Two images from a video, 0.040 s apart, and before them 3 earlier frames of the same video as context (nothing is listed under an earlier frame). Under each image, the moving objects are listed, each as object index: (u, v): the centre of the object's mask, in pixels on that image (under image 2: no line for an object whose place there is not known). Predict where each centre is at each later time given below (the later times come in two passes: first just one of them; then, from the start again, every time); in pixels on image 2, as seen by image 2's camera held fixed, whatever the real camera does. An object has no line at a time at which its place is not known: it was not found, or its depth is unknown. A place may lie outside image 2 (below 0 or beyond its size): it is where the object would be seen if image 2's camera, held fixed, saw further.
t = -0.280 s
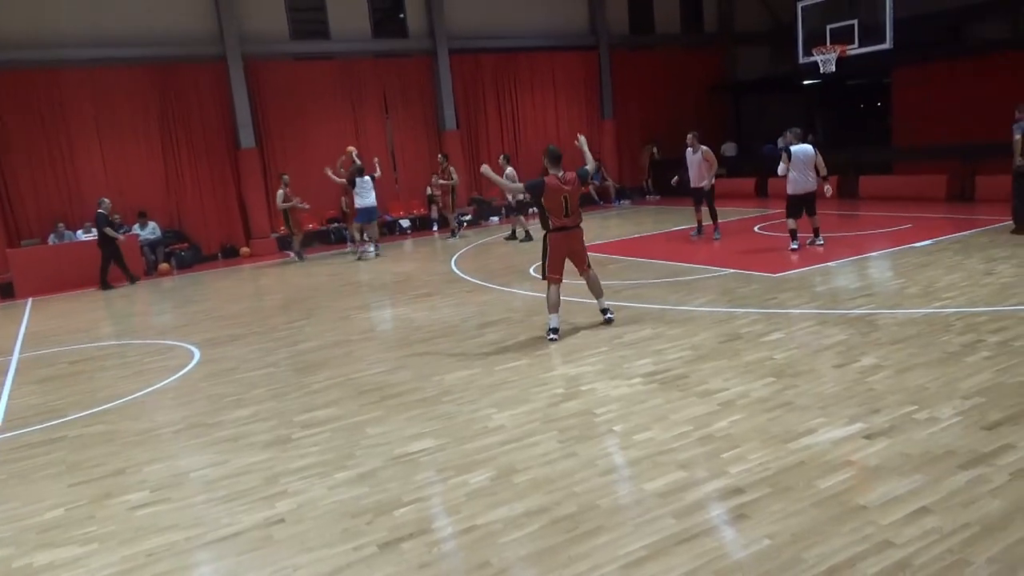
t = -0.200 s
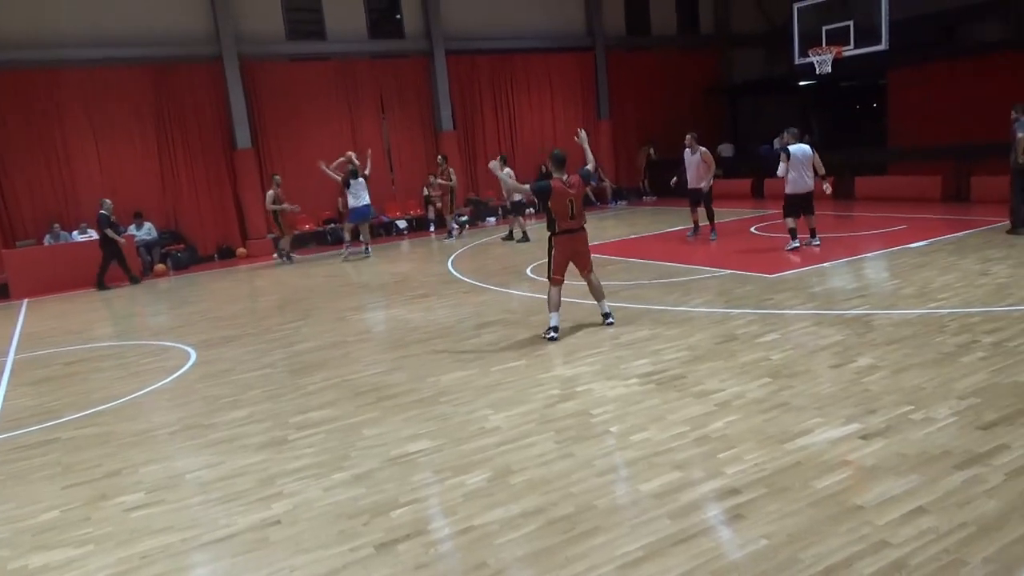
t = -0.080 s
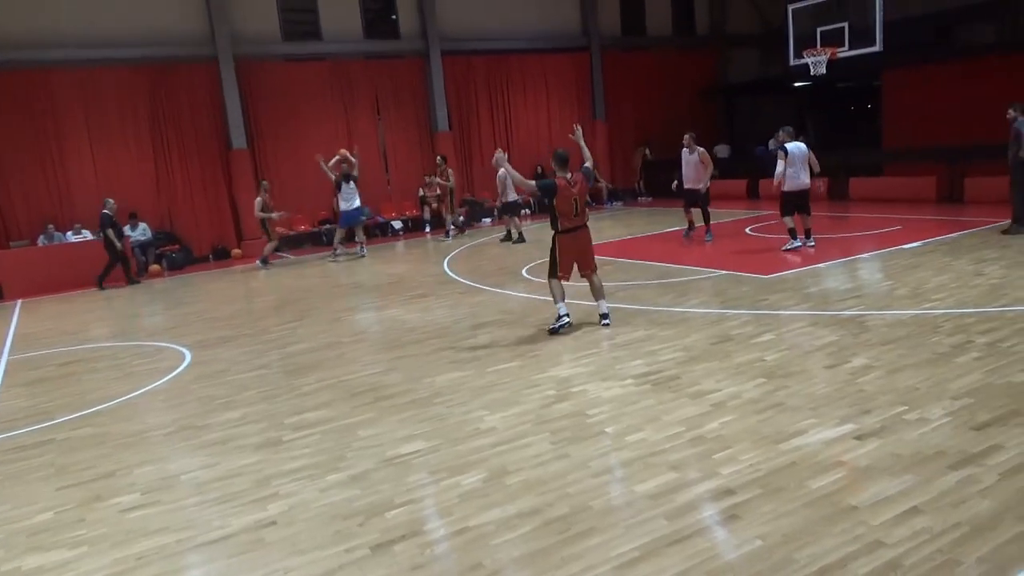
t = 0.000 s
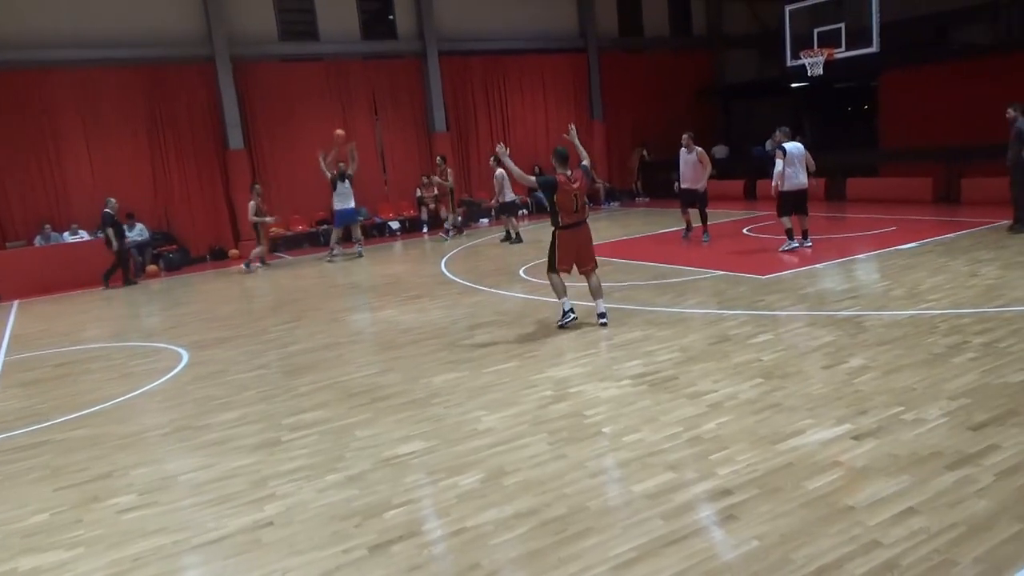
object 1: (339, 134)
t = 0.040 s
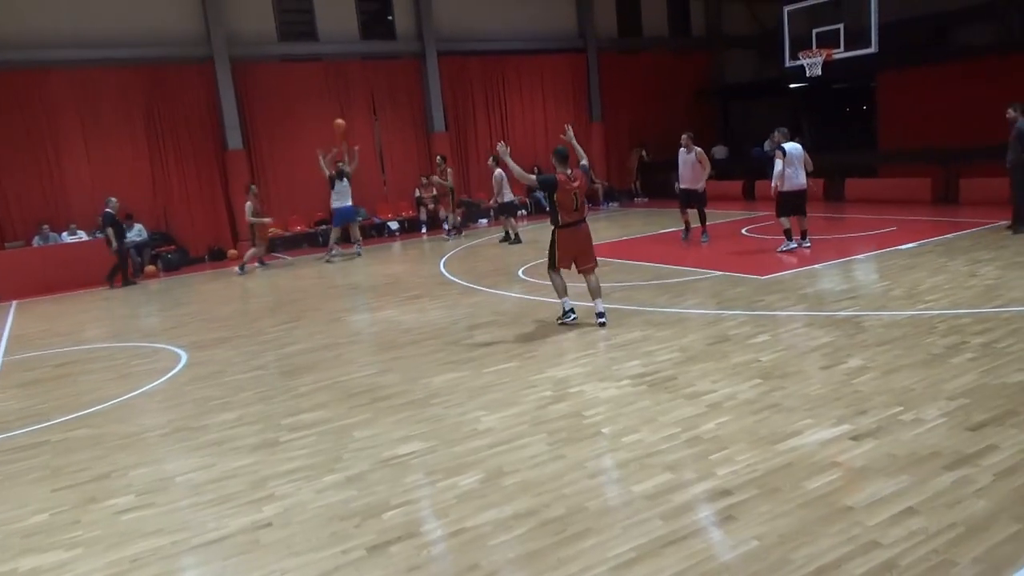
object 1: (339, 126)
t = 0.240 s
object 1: (347, 78)
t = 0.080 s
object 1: (340, 115)
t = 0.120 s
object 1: (341, 105)
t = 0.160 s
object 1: (343, 96)
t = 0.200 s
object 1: (345, 87)
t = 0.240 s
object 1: (347, 78)
